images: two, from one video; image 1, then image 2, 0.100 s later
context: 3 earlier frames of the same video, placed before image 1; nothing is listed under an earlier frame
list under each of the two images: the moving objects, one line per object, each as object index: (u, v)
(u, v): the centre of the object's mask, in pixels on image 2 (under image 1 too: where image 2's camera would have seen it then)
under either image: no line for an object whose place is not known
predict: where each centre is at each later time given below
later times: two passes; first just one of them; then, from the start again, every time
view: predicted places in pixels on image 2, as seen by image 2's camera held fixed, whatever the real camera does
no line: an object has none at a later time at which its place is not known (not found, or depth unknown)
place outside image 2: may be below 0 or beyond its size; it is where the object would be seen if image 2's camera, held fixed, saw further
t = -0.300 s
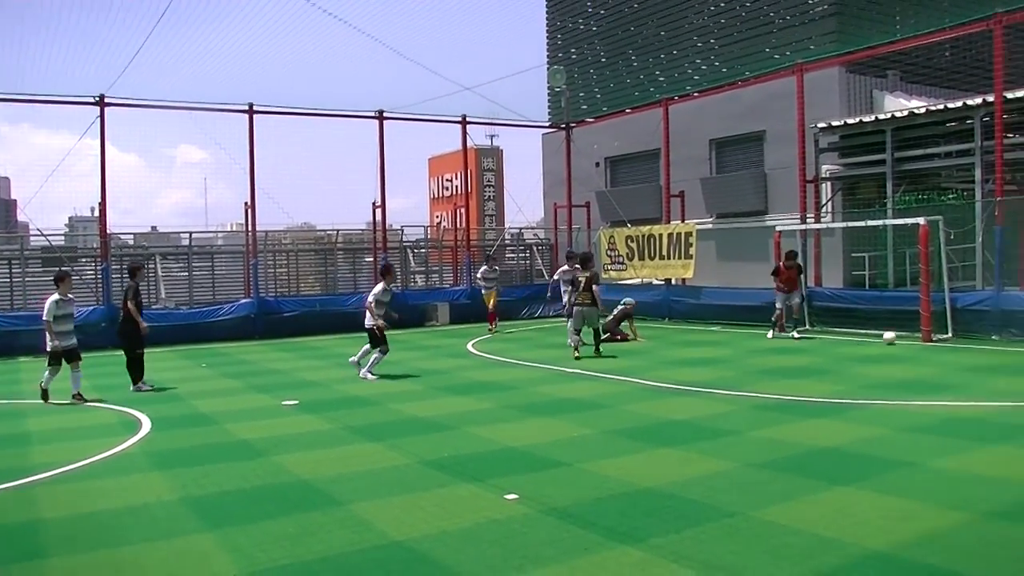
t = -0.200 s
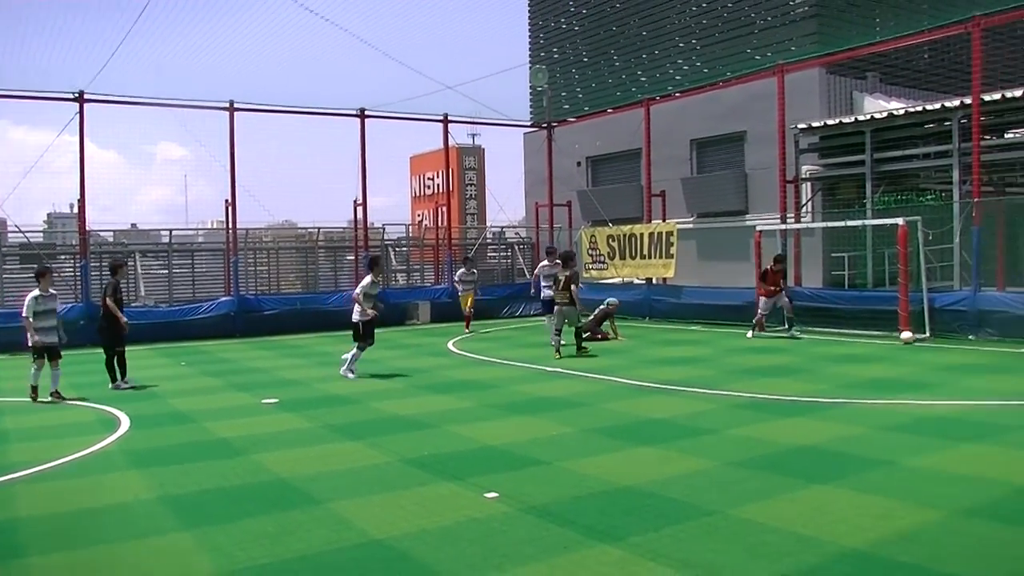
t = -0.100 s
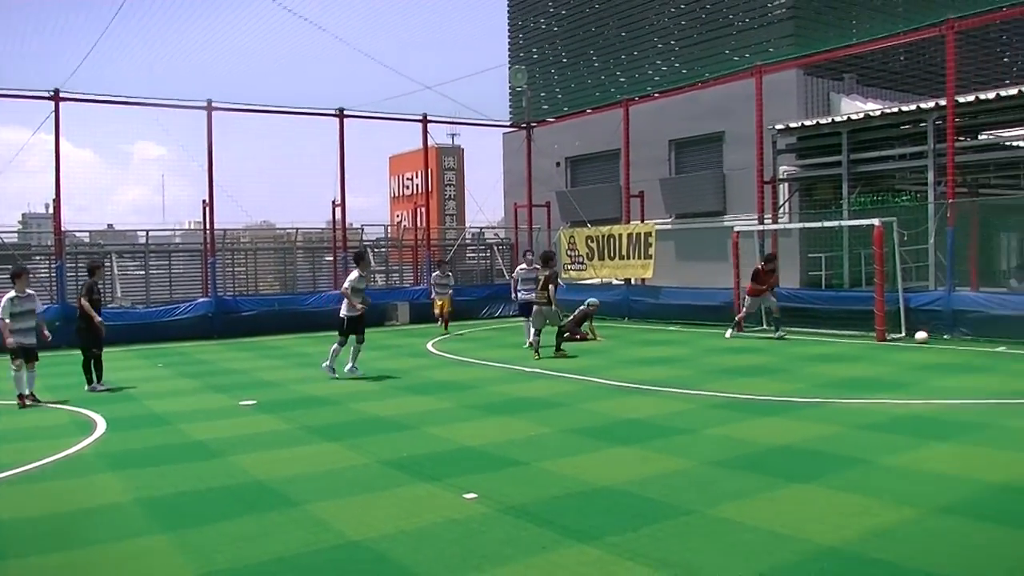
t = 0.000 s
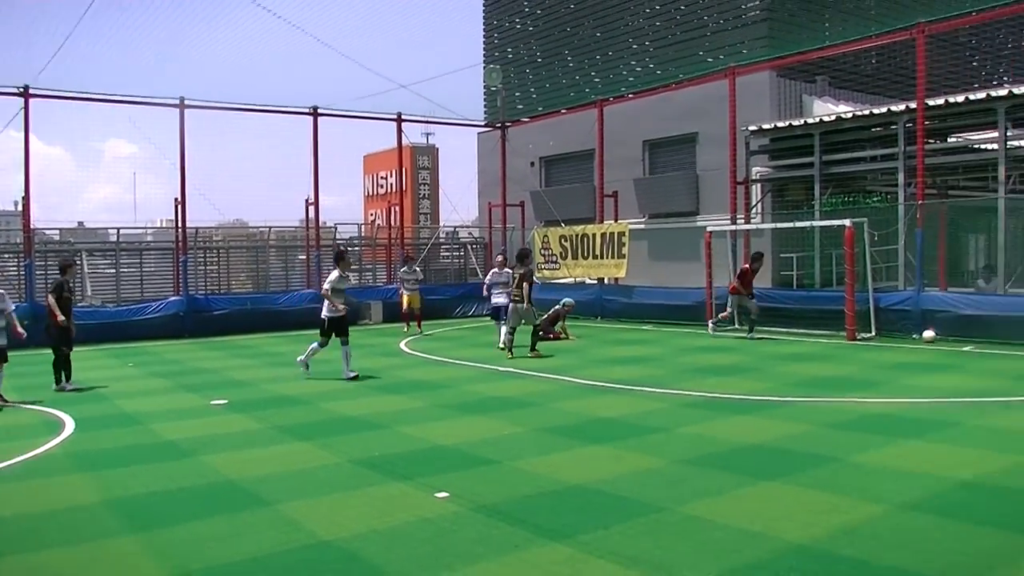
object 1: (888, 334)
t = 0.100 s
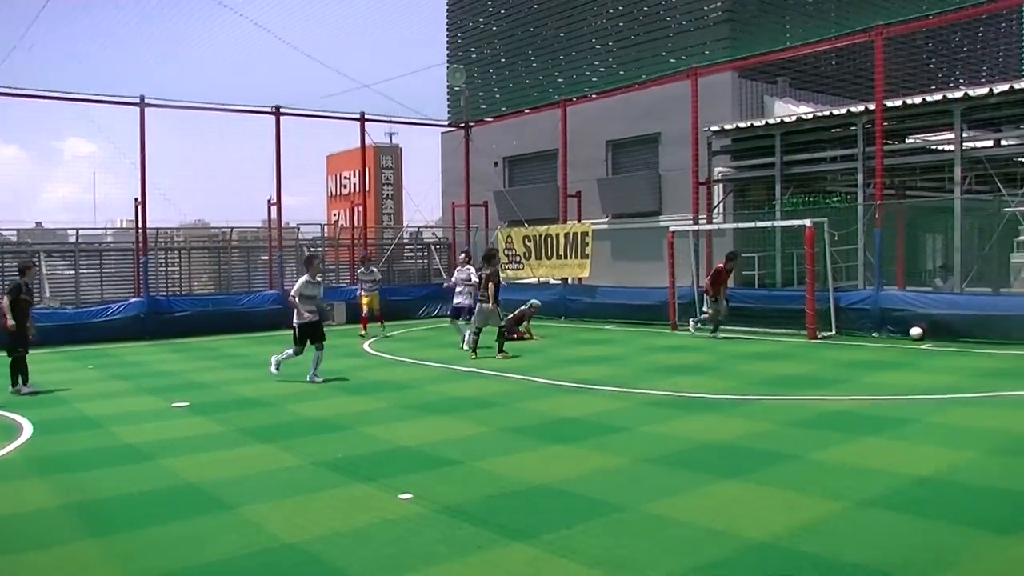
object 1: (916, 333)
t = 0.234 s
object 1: (930, 337)
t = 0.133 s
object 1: (920, 333)
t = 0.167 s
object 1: (924, 334)
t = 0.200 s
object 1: (927, 336)
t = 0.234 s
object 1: (930, 337)
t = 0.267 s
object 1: (935, 337)
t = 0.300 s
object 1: (941, 337)
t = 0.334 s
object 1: (945, 338)
